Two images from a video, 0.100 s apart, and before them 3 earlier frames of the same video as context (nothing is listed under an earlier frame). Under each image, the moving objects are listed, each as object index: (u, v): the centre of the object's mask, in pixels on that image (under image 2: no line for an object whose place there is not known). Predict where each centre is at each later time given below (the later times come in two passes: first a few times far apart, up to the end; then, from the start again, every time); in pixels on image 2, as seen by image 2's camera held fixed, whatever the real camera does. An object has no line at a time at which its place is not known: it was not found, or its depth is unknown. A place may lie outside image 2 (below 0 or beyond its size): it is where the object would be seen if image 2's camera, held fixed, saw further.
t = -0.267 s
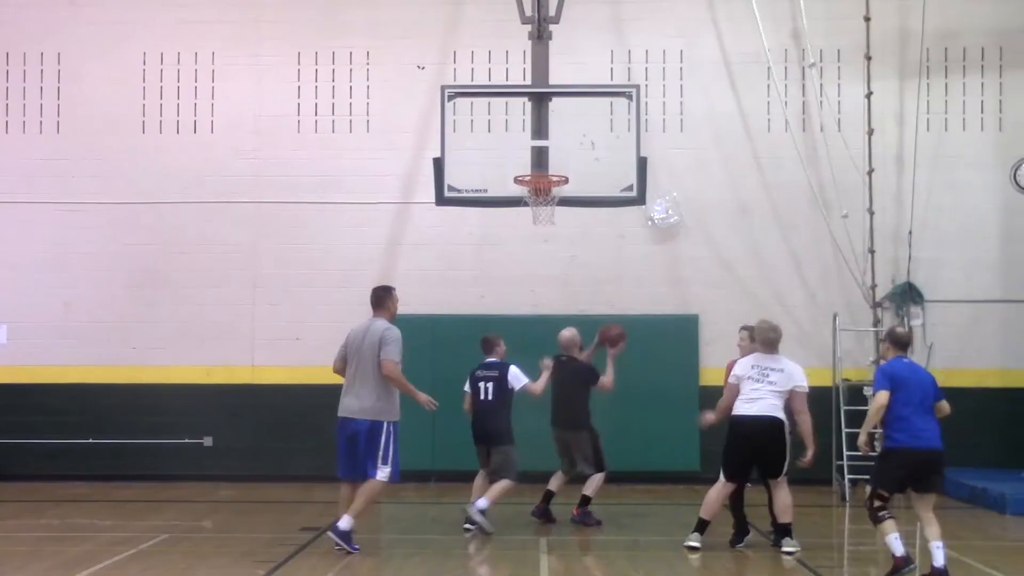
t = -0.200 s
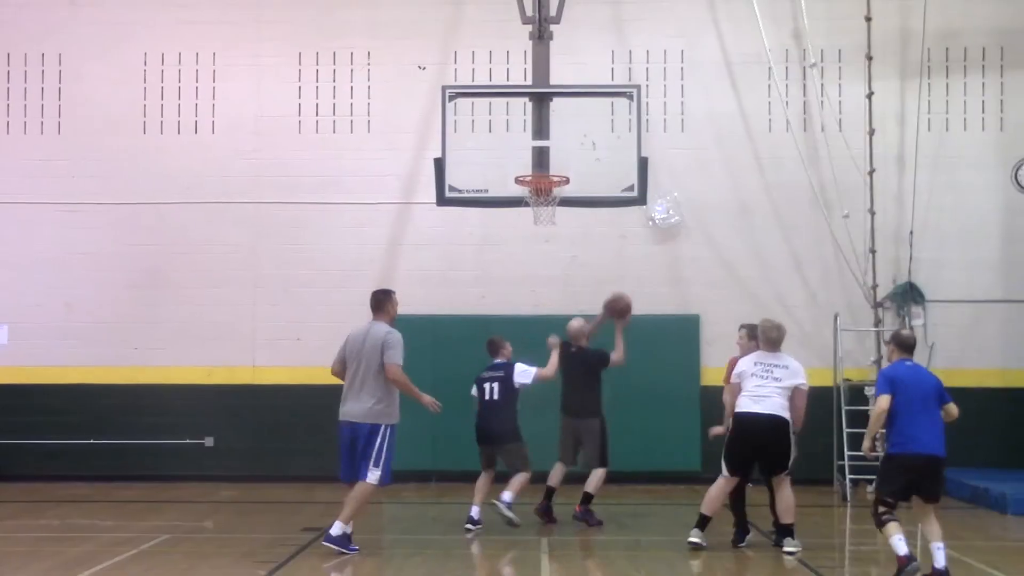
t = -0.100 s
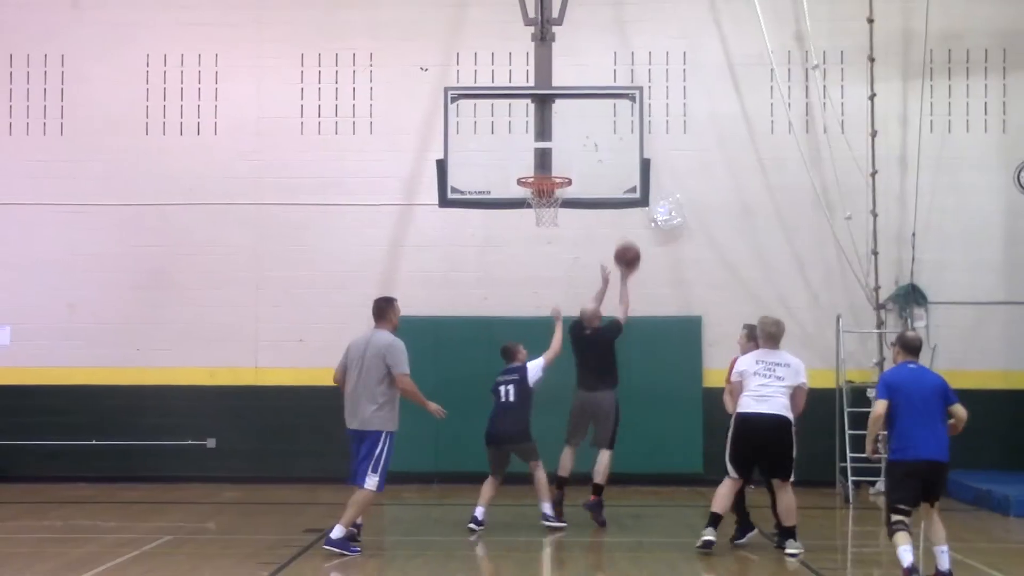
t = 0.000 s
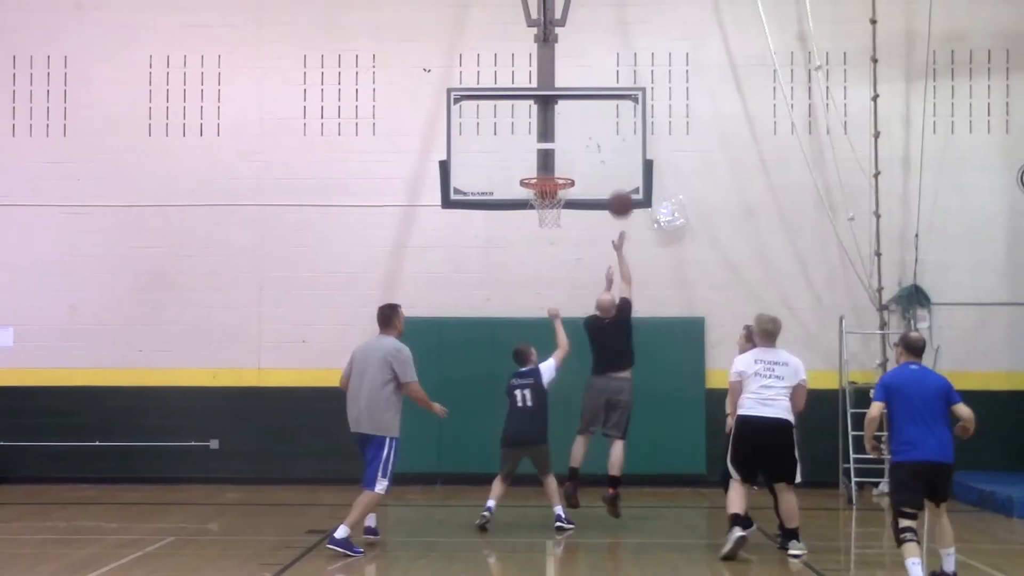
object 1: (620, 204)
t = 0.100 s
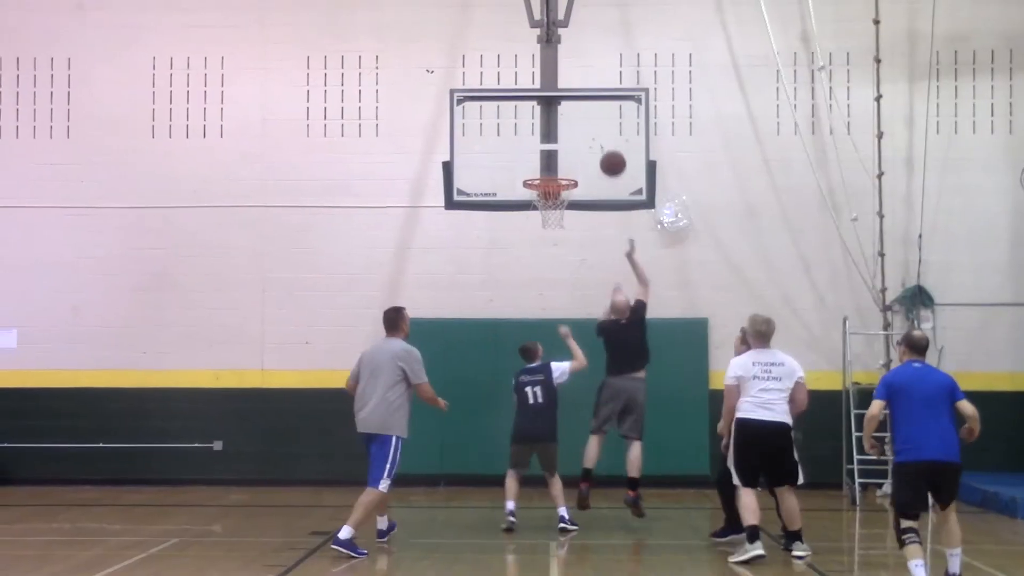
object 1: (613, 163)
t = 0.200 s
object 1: (604, 139)
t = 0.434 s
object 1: (590, 133)
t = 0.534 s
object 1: (585, 149)
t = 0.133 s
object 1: (609, 152)
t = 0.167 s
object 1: (606, 144)
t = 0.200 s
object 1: (604, 139)
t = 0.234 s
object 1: (602, 135)
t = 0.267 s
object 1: (600, 131)
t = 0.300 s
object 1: (598, 129)
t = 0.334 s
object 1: (596, 129)
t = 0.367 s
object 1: (594, 129)
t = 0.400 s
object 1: (592, 130)
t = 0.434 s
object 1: (590, 133)
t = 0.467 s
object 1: (588, 137)
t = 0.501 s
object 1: (586, 142)
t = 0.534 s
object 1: (585, 149)
